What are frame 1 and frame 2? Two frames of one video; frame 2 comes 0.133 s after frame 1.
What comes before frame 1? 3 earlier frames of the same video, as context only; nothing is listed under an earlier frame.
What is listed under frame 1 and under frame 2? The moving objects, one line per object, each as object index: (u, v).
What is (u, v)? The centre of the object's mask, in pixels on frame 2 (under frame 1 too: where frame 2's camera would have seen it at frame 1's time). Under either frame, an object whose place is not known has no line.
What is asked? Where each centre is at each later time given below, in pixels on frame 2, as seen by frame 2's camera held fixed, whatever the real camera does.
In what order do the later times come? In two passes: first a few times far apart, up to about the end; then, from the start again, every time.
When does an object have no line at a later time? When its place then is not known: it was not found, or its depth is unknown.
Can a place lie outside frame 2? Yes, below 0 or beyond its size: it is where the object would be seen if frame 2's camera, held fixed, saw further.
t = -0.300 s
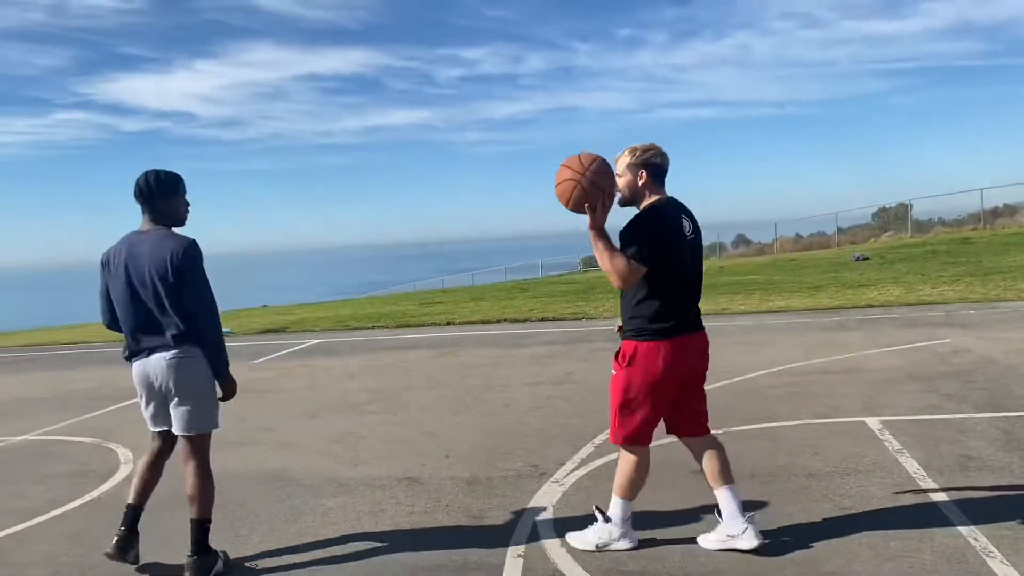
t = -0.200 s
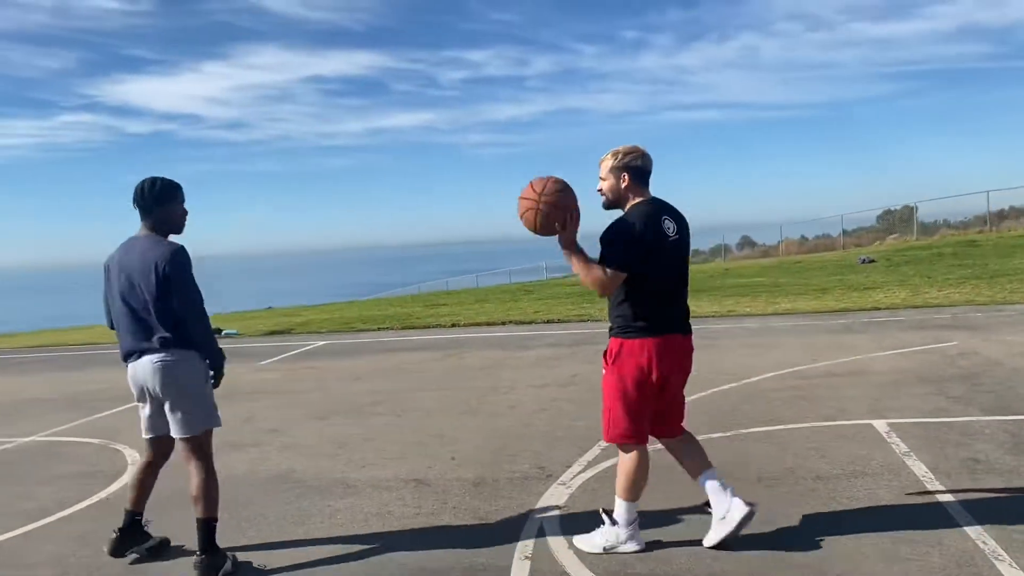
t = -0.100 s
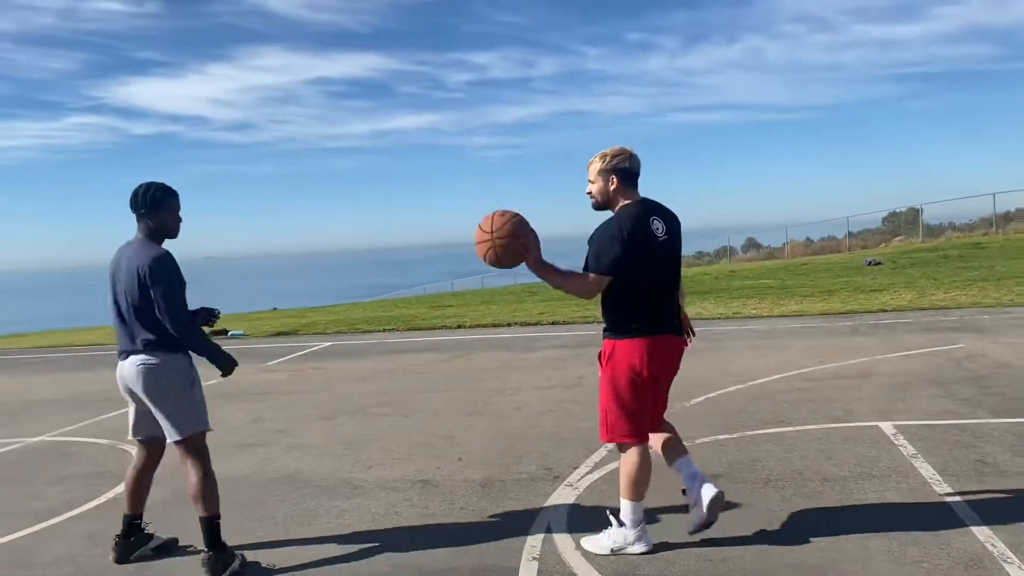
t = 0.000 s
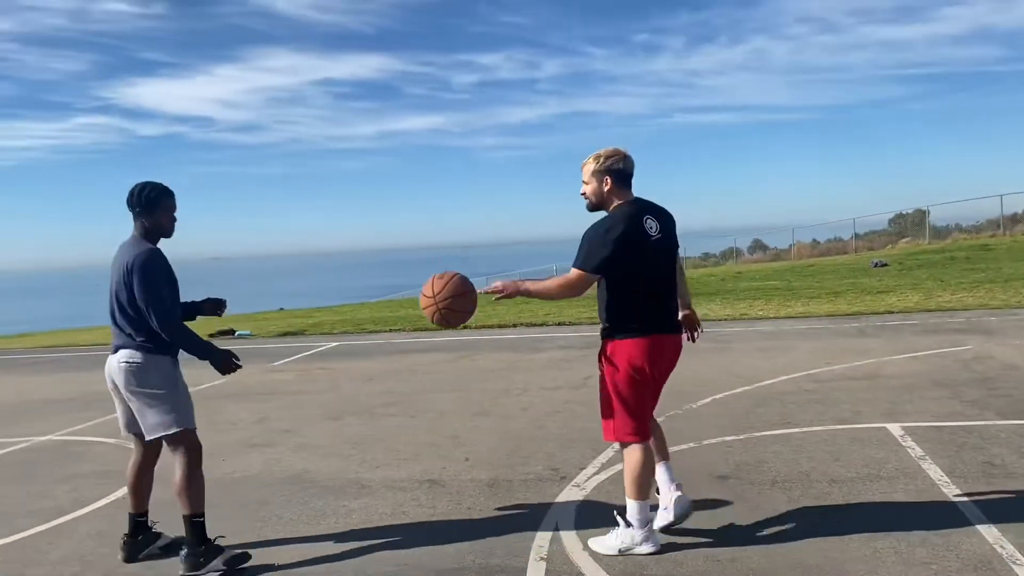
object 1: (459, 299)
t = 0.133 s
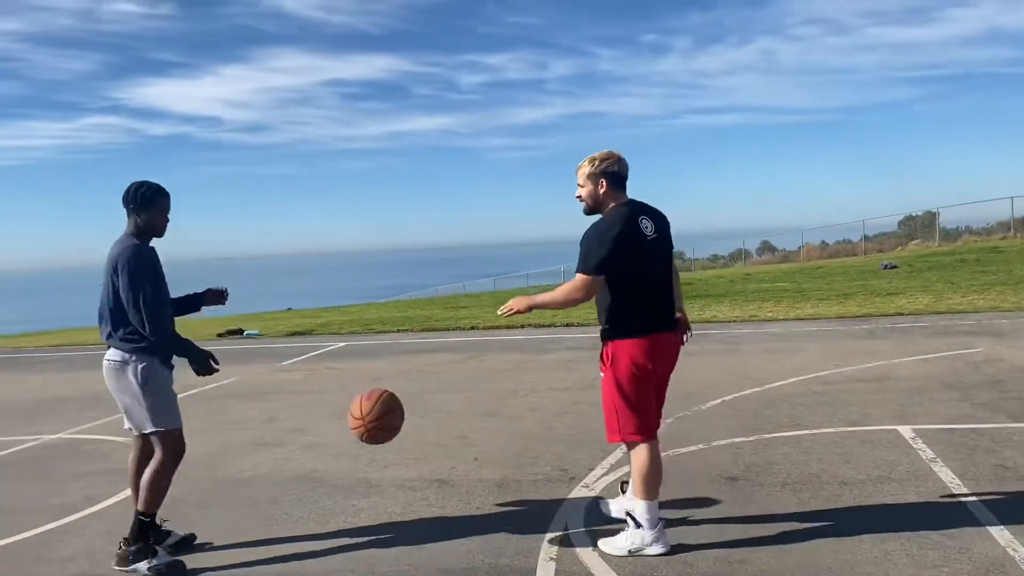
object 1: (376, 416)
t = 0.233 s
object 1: (320, 525)
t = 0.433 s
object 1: (240, 383)
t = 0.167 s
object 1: (357, 451)
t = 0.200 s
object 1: (338, 487)
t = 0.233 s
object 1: (320, 525)
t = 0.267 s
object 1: (306, 514)
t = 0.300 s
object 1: (293, 483)
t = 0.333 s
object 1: (279, 454)
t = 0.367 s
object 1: (265, 428)
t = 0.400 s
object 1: (252, 404)
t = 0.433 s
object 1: (240, 383)
